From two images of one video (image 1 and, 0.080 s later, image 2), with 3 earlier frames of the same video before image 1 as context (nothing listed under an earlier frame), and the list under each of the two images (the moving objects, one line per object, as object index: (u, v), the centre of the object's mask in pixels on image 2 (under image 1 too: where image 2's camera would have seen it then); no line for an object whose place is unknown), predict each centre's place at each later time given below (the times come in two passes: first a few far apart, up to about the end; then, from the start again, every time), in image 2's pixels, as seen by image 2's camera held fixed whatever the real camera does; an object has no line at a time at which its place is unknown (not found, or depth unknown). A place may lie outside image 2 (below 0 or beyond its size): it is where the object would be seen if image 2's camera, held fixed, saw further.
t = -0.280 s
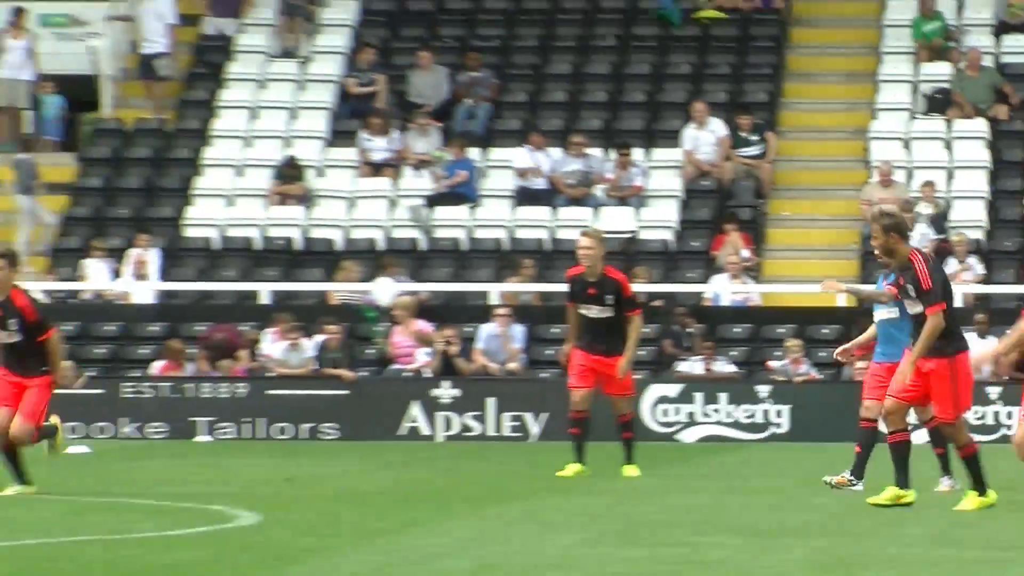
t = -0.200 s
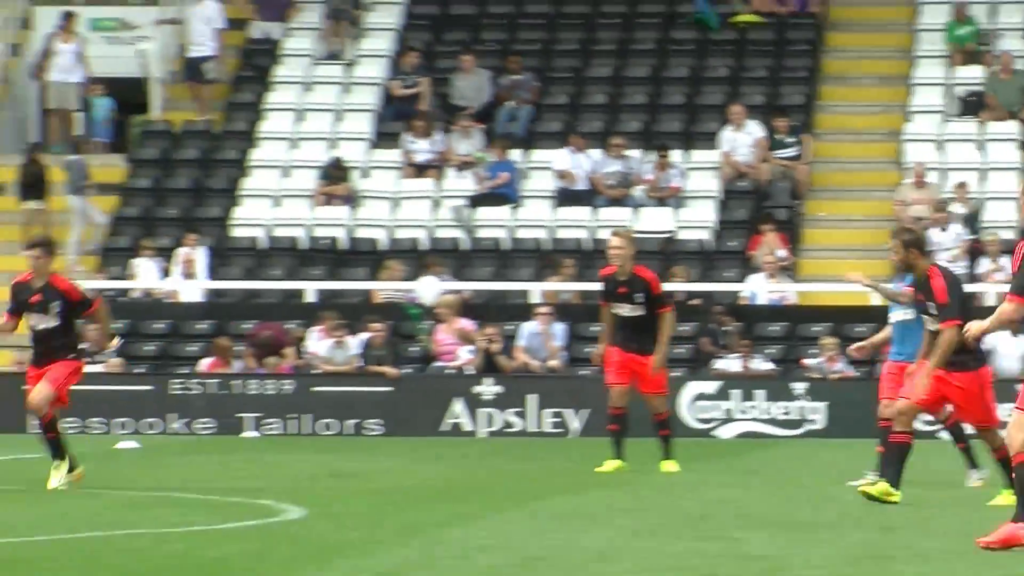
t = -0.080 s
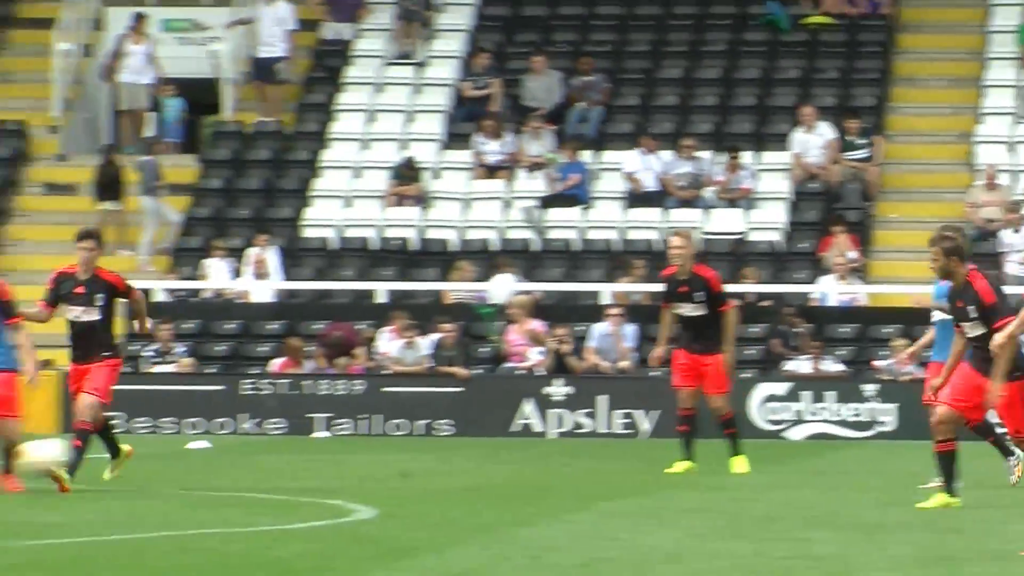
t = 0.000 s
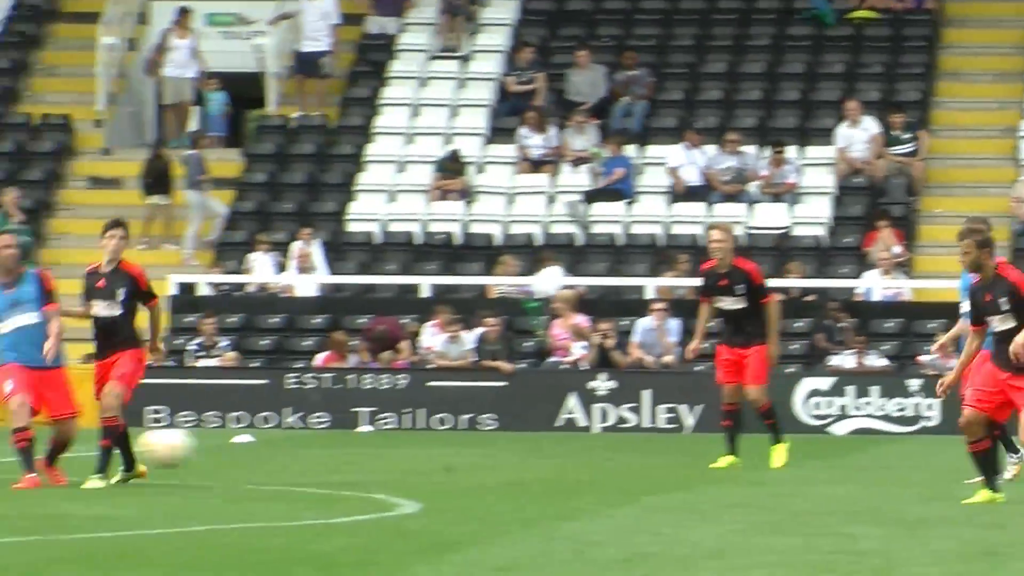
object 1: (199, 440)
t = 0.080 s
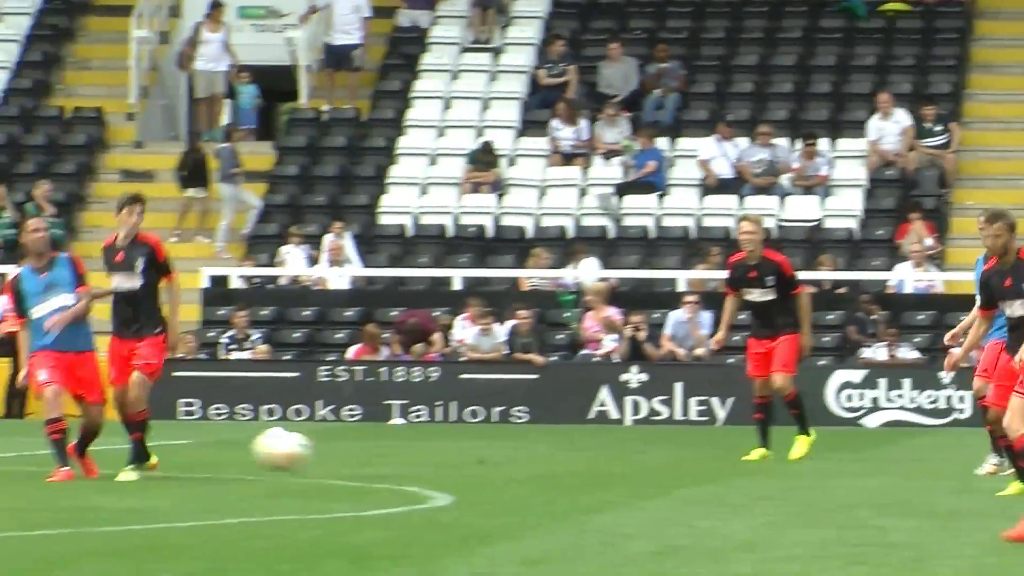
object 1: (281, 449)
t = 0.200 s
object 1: (419, 489)
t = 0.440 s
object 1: (669, 494)
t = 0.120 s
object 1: (326, 461)
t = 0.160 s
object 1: (371, 475)
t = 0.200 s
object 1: (419, 489)
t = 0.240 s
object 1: (460, 484)
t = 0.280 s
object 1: (501, 478)
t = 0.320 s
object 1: (541, 476)
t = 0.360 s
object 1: (582, 479)
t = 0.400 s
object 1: (625, 484)
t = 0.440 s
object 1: (669, 494)
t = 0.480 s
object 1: (713, 508)
